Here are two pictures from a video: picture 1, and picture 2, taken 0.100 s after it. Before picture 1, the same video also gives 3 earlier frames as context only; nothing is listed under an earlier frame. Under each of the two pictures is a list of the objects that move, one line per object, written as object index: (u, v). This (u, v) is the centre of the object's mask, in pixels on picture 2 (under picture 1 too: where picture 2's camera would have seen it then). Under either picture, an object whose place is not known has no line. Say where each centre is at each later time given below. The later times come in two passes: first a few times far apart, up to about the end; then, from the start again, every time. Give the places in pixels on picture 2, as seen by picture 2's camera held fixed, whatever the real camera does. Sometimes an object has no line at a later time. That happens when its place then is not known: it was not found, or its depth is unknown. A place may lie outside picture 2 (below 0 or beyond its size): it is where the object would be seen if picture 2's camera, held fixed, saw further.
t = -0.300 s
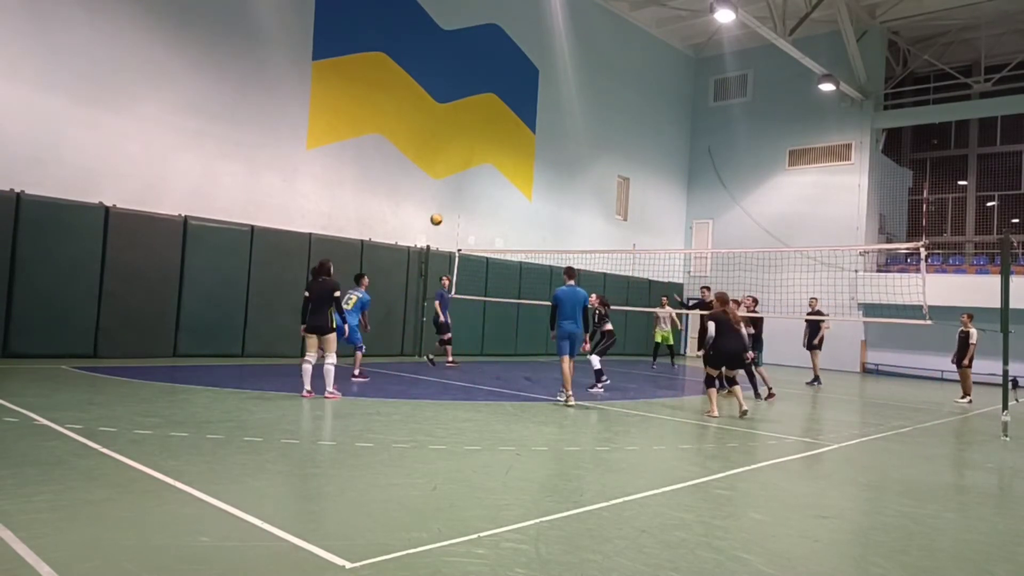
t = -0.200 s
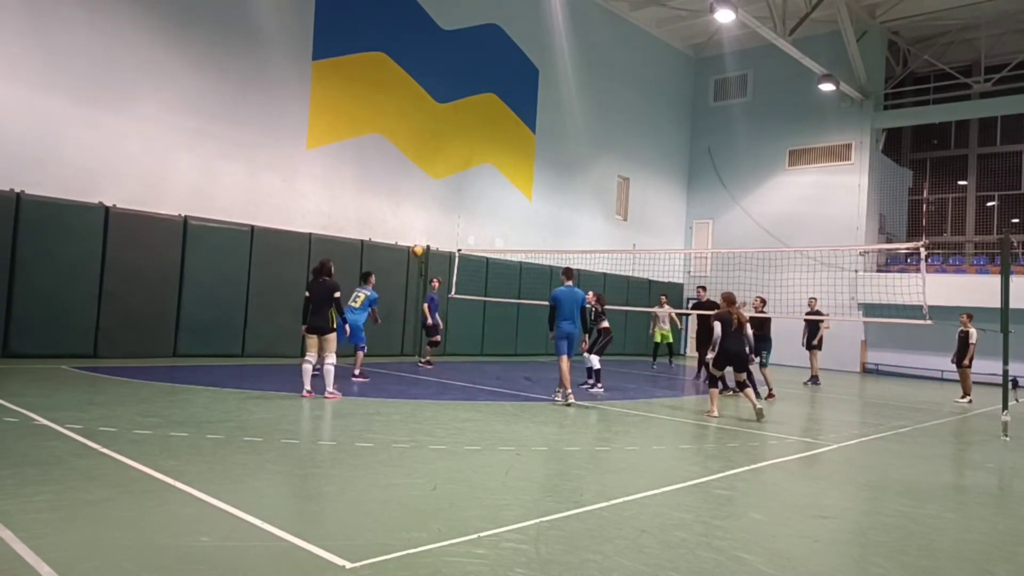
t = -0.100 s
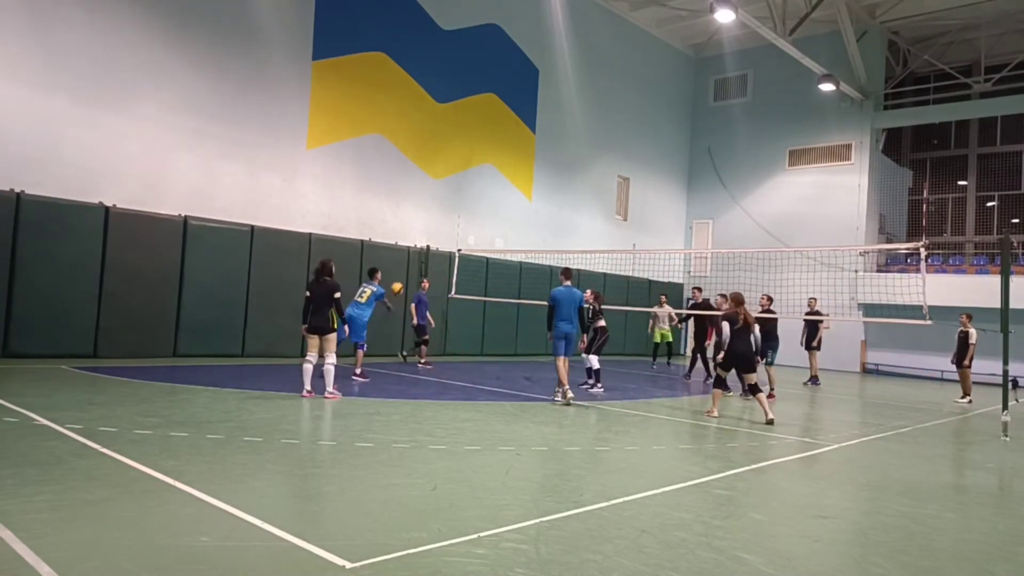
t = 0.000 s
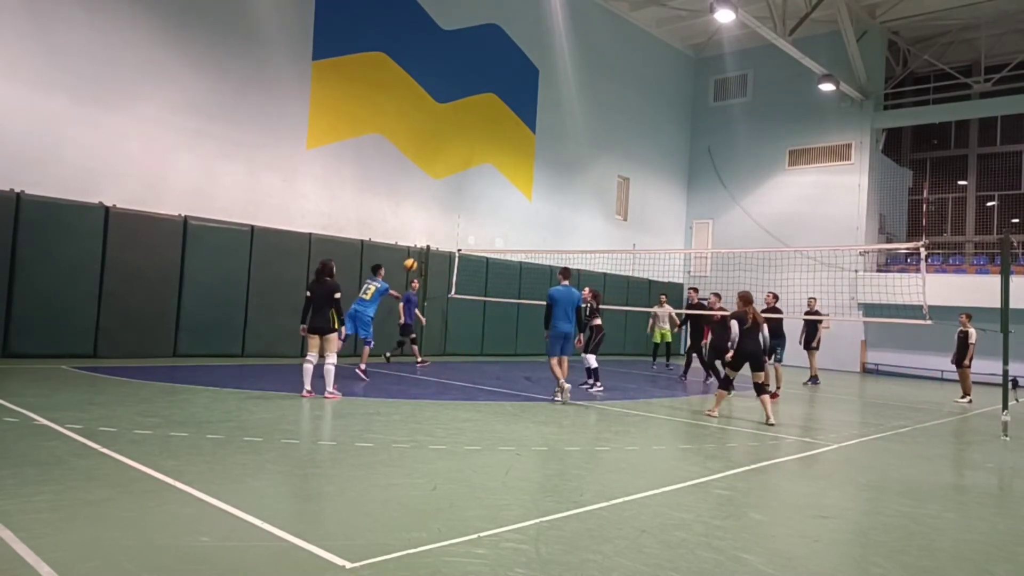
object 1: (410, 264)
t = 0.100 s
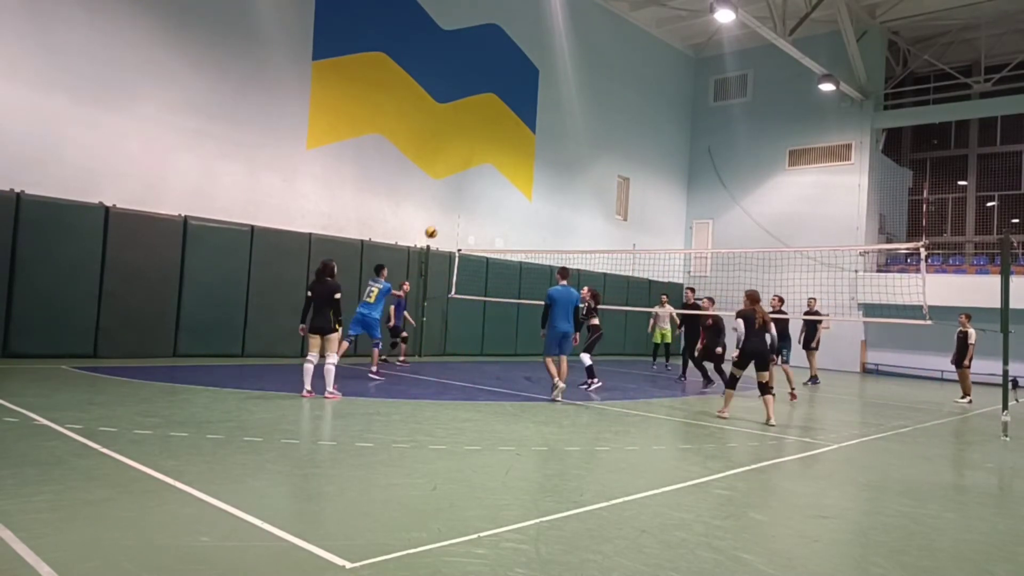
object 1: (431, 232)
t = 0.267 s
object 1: (464, 190)
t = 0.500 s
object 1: (506, 162)
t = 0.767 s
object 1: (551, 166)
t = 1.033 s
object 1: (590, 212)
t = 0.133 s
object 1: (438, 222)
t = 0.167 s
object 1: (445, 214)
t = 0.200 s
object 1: (451, 205)
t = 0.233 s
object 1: (458, 197)
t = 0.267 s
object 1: (464, 190)
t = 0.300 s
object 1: (470, 184)
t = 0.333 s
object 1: (476, 179)
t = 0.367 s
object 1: (483, 174)
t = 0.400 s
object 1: (489, 170)
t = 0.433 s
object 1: (495, 167)
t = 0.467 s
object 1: (501, 164)
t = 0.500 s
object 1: (506, 162)
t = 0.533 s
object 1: (512, 160)
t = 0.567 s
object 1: (518, 159)
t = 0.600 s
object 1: (523, 158)
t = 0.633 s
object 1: (529, 159)
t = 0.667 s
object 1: (535, 160)
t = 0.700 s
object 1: (540, 161)
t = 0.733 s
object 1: (545, 163)
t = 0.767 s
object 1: (551, 166)
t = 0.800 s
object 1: (556, 170)
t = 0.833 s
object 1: (561, 174)
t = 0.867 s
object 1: (566, 178)
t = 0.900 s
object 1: (571, 184)
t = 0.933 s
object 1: (576, 190)
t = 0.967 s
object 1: (581, 197)
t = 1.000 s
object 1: (585, 203)
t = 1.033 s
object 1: (590, 212)
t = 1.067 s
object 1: (595, 220)
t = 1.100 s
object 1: (599, 229)
